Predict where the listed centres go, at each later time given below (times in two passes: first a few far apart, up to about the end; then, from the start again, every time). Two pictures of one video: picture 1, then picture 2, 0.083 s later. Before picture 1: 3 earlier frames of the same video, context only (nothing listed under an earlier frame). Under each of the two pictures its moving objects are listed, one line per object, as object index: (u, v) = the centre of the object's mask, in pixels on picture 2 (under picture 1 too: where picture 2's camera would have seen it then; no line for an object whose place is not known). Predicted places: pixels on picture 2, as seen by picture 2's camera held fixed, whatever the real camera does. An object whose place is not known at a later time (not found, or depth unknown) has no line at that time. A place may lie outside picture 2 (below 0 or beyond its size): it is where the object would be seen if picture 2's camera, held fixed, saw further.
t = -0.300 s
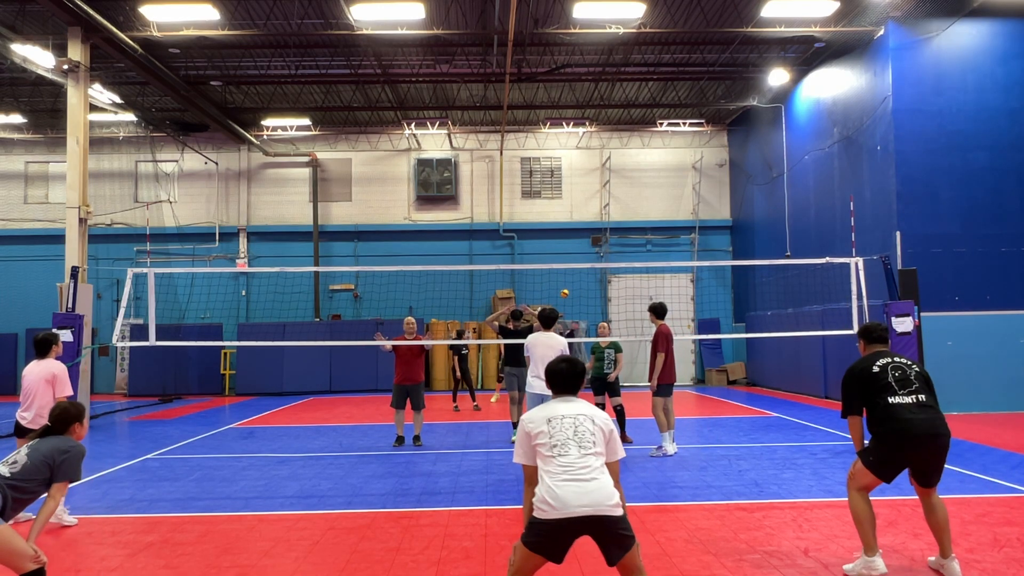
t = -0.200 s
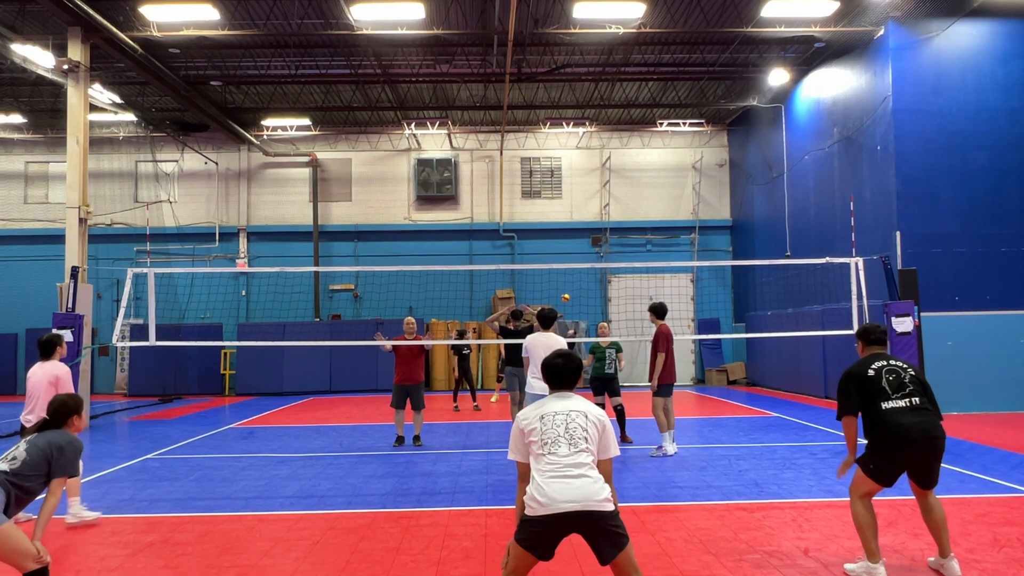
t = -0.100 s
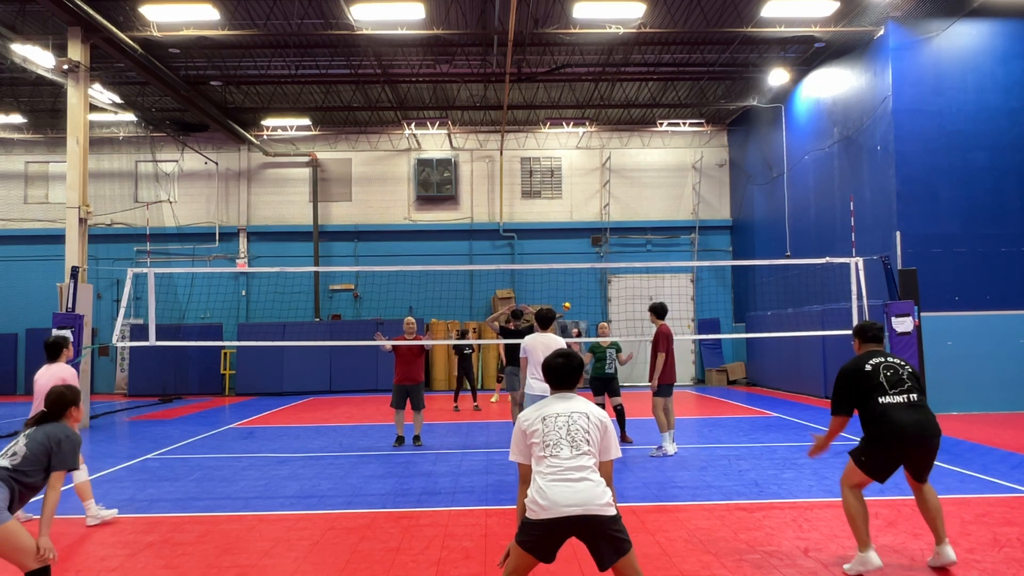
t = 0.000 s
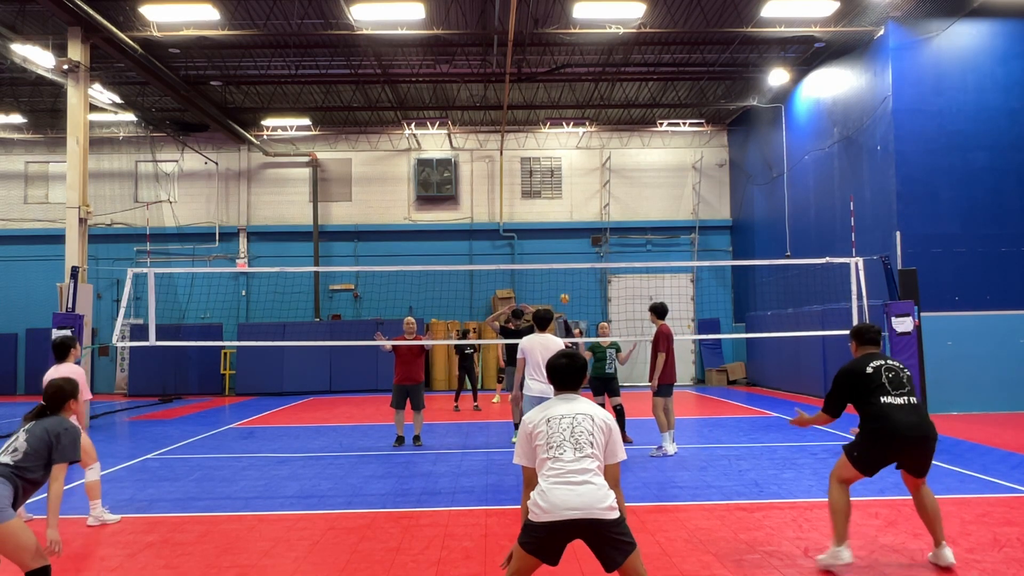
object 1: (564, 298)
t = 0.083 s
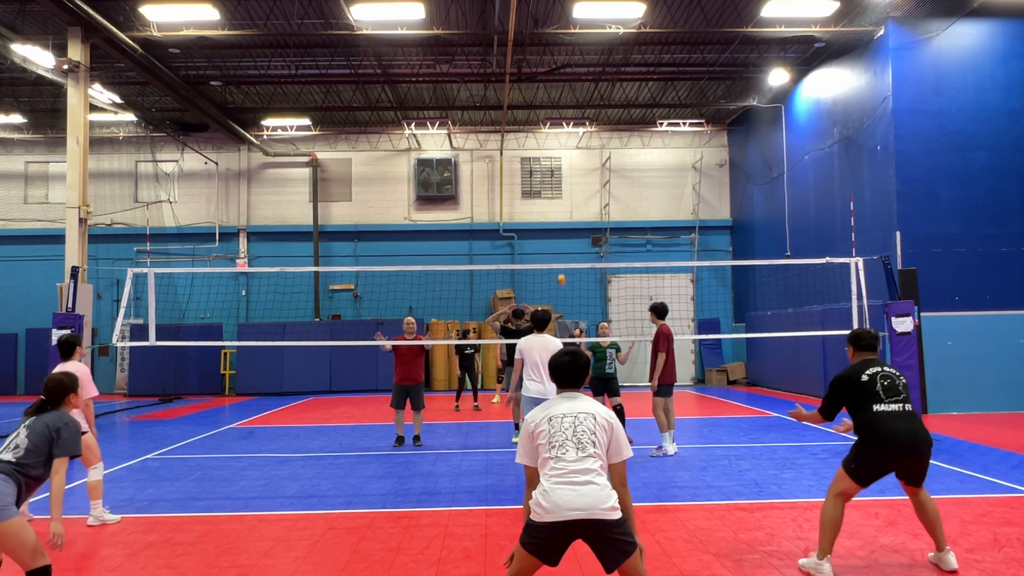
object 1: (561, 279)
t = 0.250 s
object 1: (555, 242)
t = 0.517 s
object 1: (545, 193)
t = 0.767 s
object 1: (538, 168)
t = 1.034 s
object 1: (533, 187)
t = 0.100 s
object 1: (561, 276)
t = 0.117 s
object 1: (560, 272)
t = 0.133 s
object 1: (560, 270)
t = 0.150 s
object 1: (559, 261)
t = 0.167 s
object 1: (558, 259)
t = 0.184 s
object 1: (557, 257)
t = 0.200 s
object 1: (557, 253)
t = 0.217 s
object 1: (556, 249)
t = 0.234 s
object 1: (555, 246)
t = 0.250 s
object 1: (555, 242)
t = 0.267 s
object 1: (554, 238)
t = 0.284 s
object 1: (553, 235)
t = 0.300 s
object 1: (553, 232)
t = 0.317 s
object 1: (552, 228)
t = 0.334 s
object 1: (551, 226)
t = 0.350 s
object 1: (551, 223)
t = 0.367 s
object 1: (550, 219)
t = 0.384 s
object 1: (549, 216)
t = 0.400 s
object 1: (548, 213)
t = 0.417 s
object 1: (548, 210)
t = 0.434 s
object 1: (547, 207)
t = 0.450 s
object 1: (547, 204)
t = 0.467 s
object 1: (547, 201)
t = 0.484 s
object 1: (546, 198)
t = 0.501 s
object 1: (546, 196)
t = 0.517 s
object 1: (545, 193)
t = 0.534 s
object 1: (544, 191)
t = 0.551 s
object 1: (544, 189)
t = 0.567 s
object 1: (544, 187)
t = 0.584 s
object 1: (544, 185)
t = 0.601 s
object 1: (543, 183)
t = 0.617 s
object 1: (542, 181)
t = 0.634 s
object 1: (541, 178)
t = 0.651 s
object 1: (541, 177)
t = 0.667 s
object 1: (541, 175)
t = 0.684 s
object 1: (541, 174)
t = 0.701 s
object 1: (541, 173)
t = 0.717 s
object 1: (540, 172)
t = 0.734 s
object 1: (539, 170)
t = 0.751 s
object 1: (539, 169)
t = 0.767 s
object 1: (538, 168)
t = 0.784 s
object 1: (538, 167)
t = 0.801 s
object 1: (537, 167)
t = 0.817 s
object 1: (537, 166)
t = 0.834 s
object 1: (536, 166)
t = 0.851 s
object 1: (536, 165)
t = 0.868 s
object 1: (536, 166)
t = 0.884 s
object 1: (535, 166)
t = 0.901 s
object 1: (535, 167)
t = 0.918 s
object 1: (535, 168)
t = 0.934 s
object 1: (534, 170)
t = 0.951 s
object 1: (534, 172)
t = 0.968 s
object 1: (534, 174)
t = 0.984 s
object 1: (533, 176)
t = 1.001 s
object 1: (533, 180)
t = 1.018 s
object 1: (533, 183)
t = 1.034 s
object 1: (533, 187)
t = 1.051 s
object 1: (534, 192)
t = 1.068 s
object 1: (534, 197)
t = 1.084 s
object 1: (535, 203)
